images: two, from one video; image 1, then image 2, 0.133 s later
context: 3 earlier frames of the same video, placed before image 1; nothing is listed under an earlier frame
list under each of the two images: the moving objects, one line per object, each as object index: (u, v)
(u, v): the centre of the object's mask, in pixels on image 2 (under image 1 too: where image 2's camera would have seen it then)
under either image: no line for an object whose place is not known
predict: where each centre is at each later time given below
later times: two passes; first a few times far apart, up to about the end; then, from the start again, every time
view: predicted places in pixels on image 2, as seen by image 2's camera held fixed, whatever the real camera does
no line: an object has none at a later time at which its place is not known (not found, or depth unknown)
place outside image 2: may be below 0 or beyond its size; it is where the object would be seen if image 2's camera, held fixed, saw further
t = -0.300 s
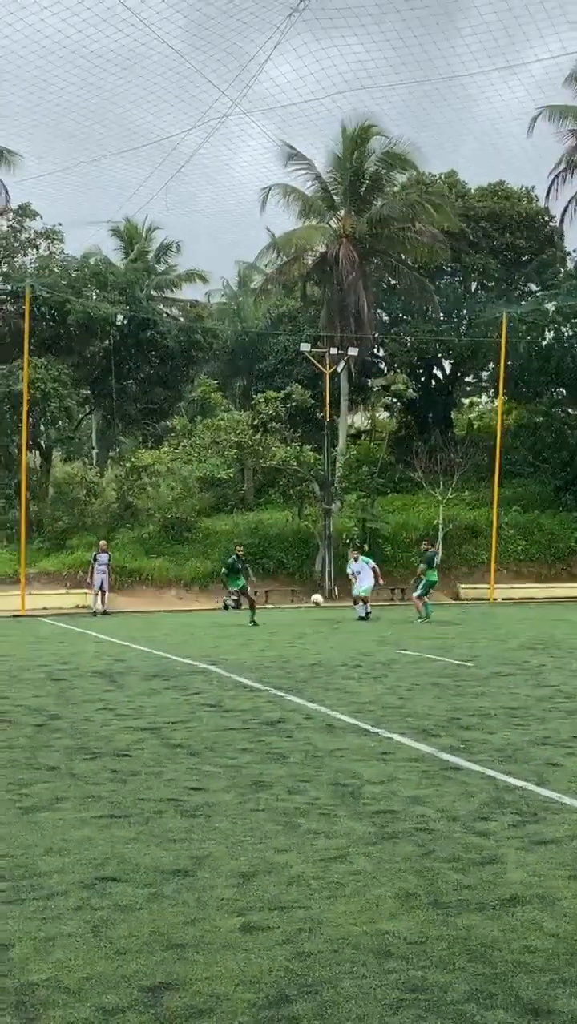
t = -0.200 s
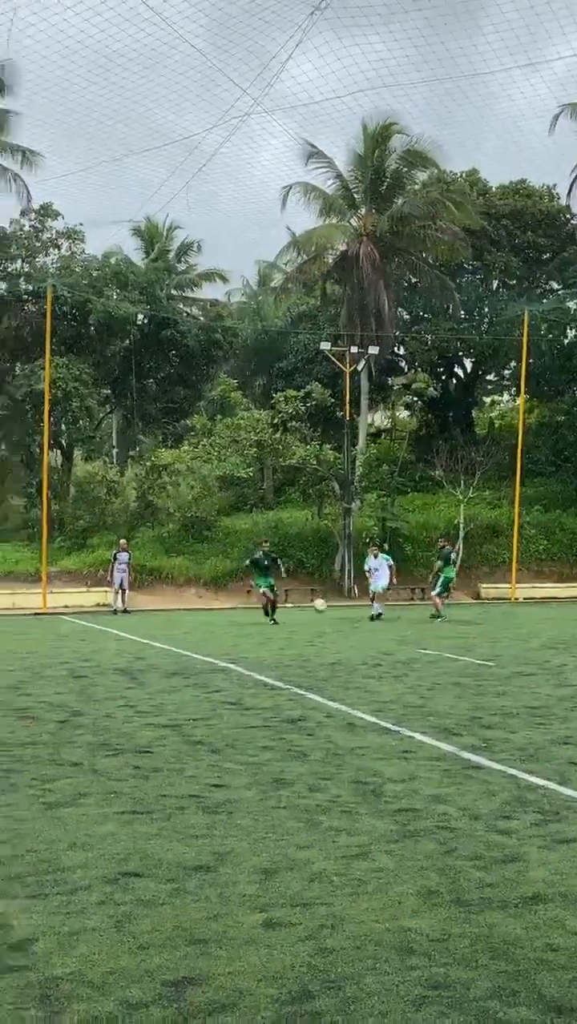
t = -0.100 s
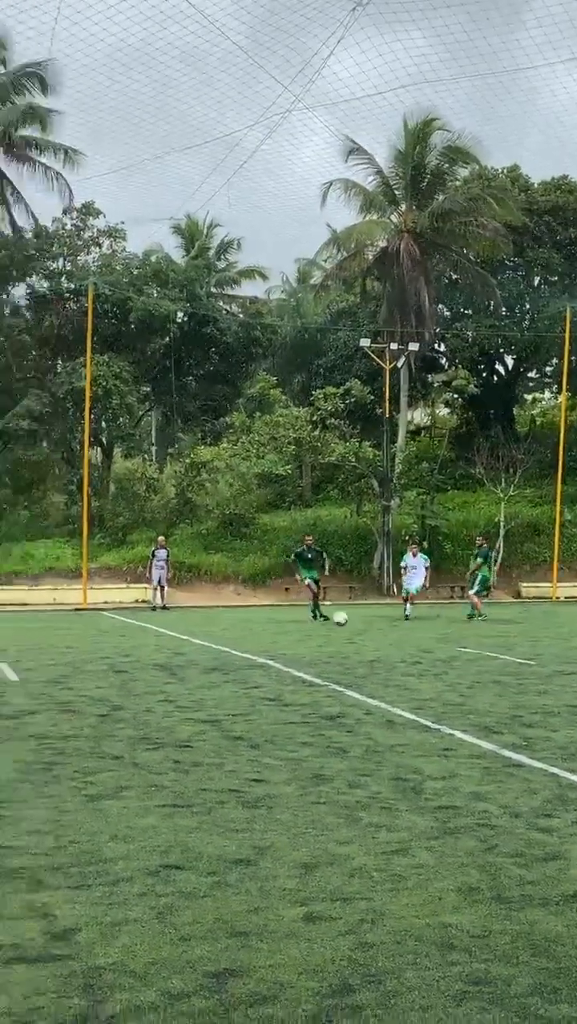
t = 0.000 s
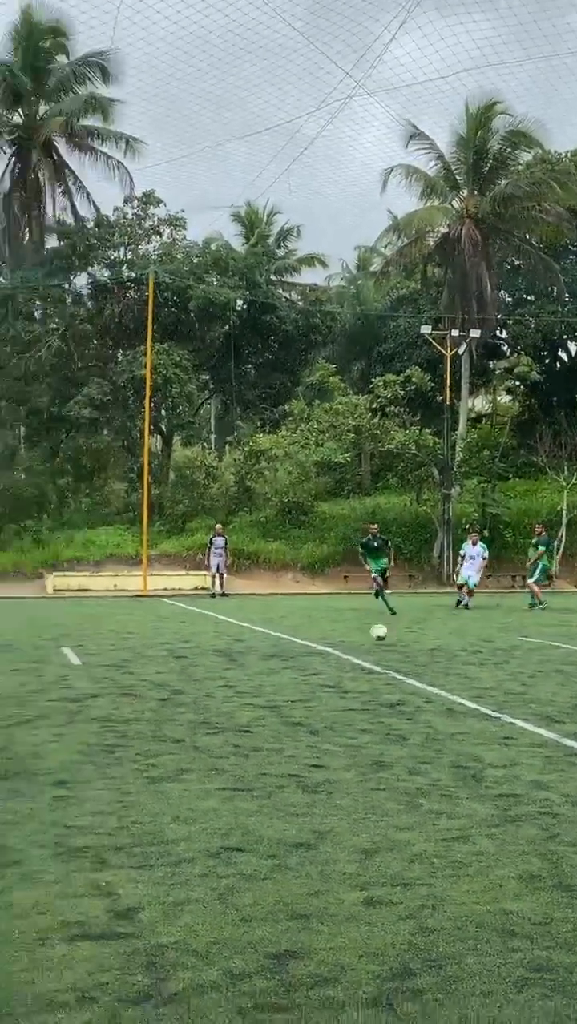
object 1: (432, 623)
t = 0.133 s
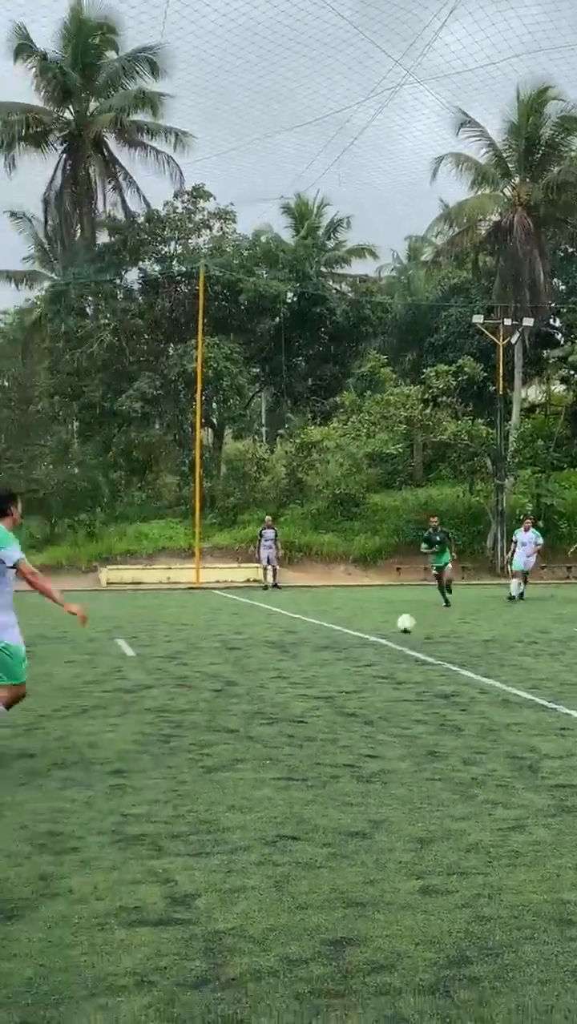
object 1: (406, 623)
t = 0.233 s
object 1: (382, 625)
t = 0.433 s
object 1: (321, 677)
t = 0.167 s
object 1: (398, 623)
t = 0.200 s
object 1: (391, 624)
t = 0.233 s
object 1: (382, 625)
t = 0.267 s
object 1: (374, 629)
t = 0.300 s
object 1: (365, 634)
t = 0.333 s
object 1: (355, 642)
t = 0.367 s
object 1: (344, 651)
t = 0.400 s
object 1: (333, 663)
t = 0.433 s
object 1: (321, 677)
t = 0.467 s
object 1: (307, 695)
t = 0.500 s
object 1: (293, 717)
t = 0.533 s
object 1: (279, 732)
